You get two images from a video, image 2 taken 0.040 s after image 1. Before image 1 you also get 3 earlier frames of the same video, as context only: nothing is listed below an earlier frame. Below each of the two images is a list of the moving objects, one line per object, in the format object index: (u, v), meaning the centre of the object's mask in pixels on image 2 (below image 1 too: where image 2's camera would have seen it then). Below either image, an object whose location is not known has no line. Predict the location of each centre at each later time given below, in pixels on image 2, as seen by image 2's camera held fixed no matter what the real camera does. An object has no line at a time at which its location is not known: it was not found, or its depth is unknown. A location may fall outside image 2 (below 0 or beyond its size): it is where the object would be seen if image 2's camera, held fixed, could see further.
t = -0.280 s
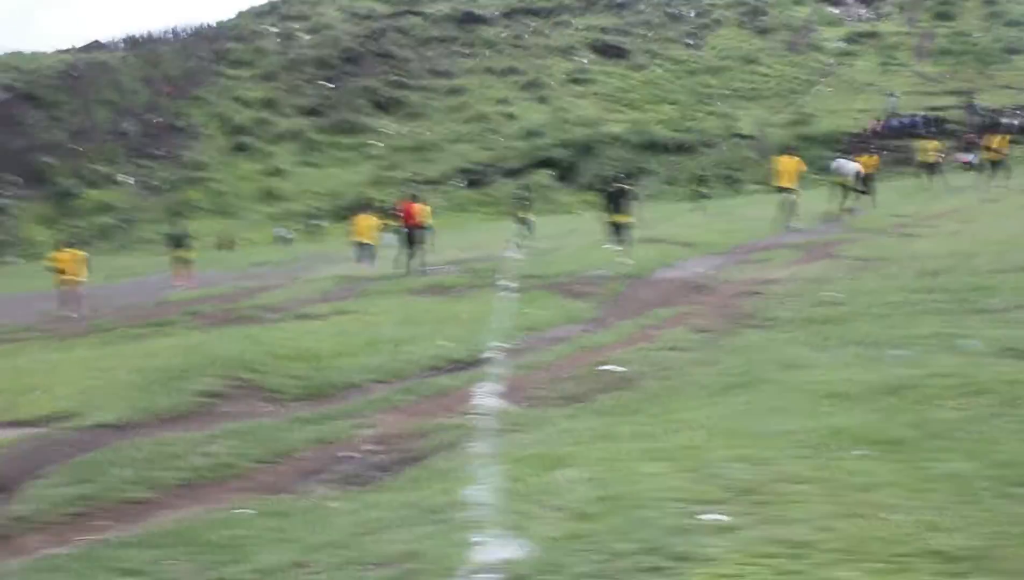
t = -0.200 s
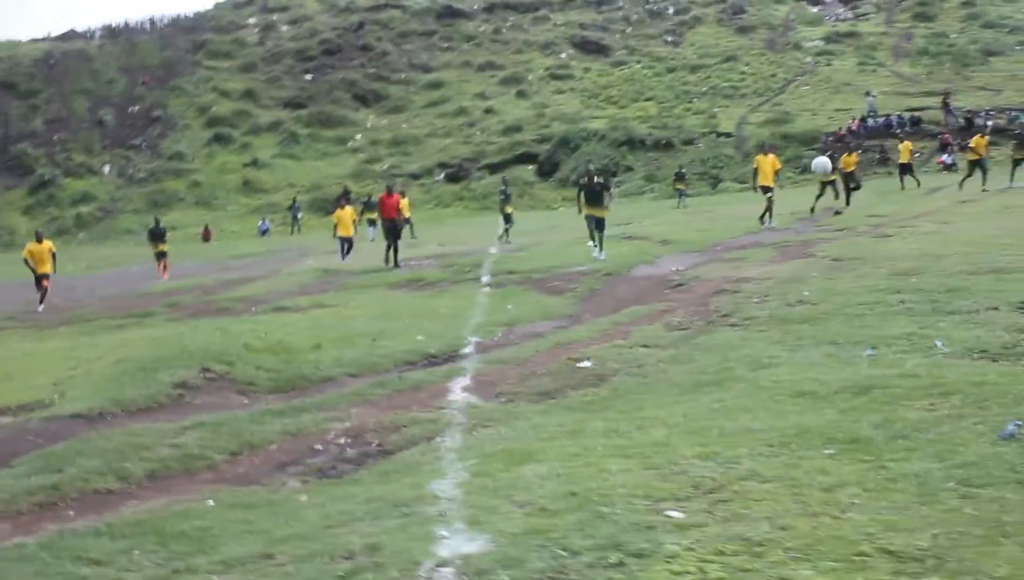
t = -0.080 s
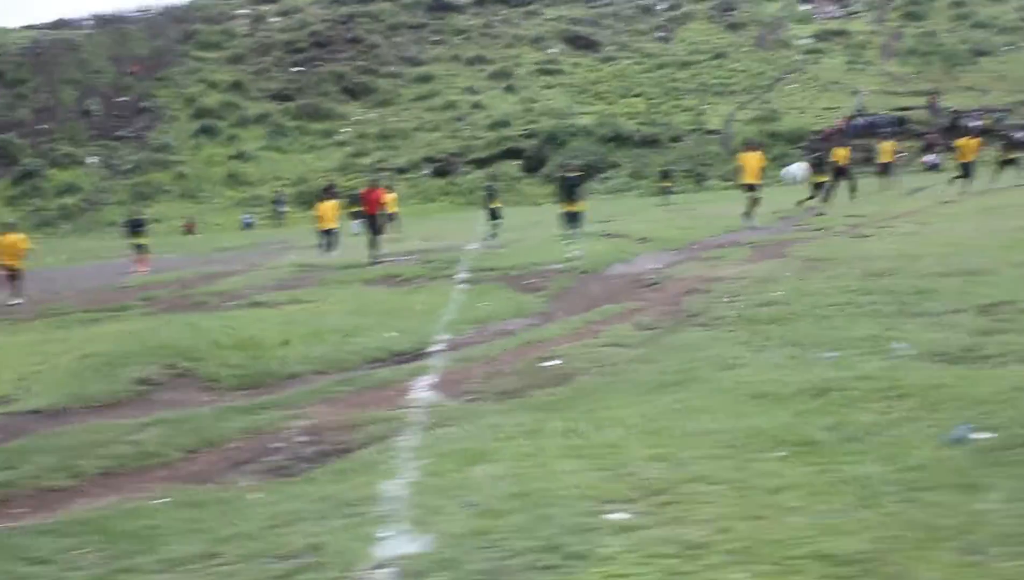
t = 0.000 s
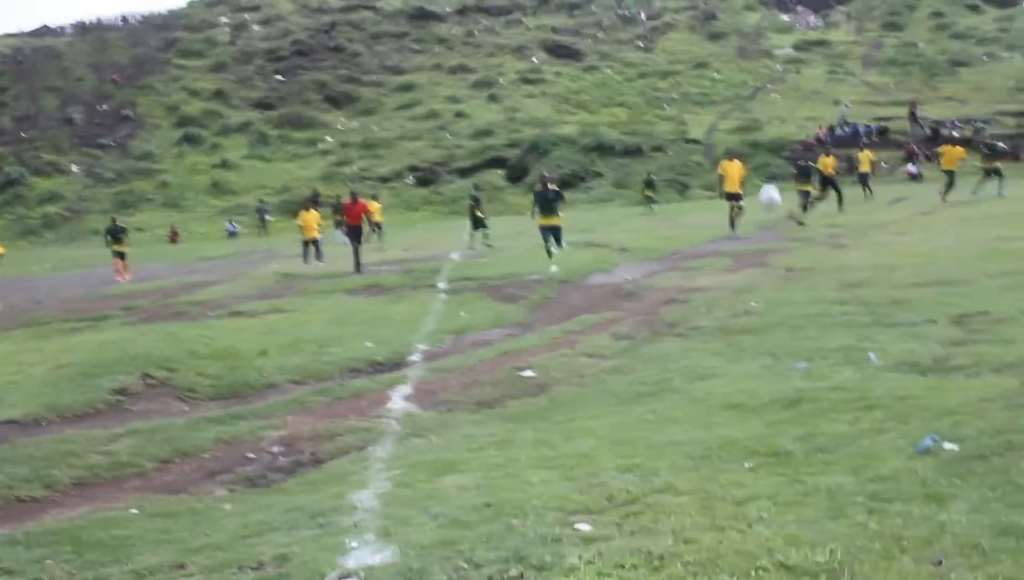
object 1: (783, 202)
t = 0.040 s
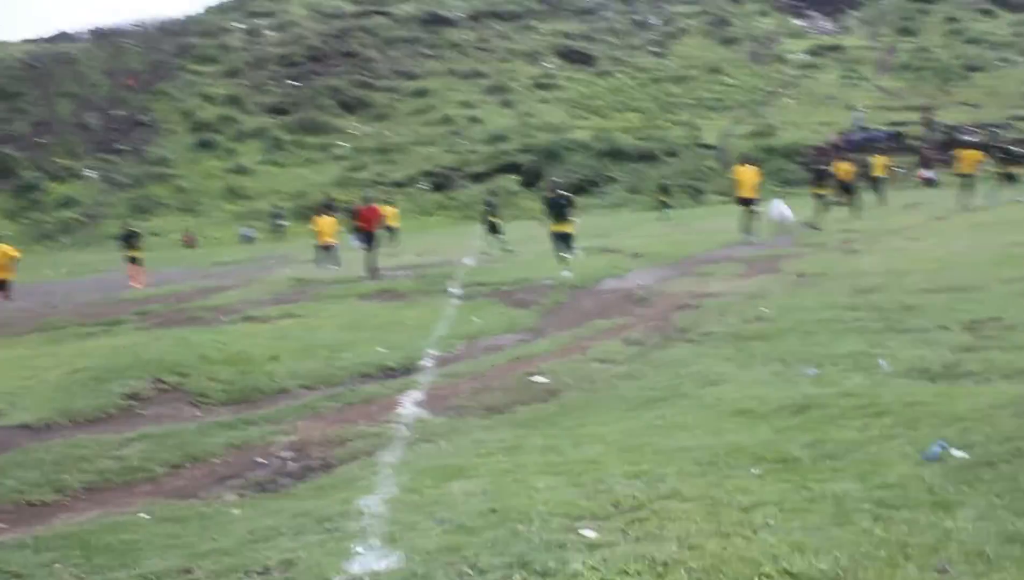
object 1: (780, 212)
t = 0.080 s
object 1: (778, 226)
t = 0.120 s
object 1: (774, 241)
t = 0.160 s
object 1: (774, 261)
